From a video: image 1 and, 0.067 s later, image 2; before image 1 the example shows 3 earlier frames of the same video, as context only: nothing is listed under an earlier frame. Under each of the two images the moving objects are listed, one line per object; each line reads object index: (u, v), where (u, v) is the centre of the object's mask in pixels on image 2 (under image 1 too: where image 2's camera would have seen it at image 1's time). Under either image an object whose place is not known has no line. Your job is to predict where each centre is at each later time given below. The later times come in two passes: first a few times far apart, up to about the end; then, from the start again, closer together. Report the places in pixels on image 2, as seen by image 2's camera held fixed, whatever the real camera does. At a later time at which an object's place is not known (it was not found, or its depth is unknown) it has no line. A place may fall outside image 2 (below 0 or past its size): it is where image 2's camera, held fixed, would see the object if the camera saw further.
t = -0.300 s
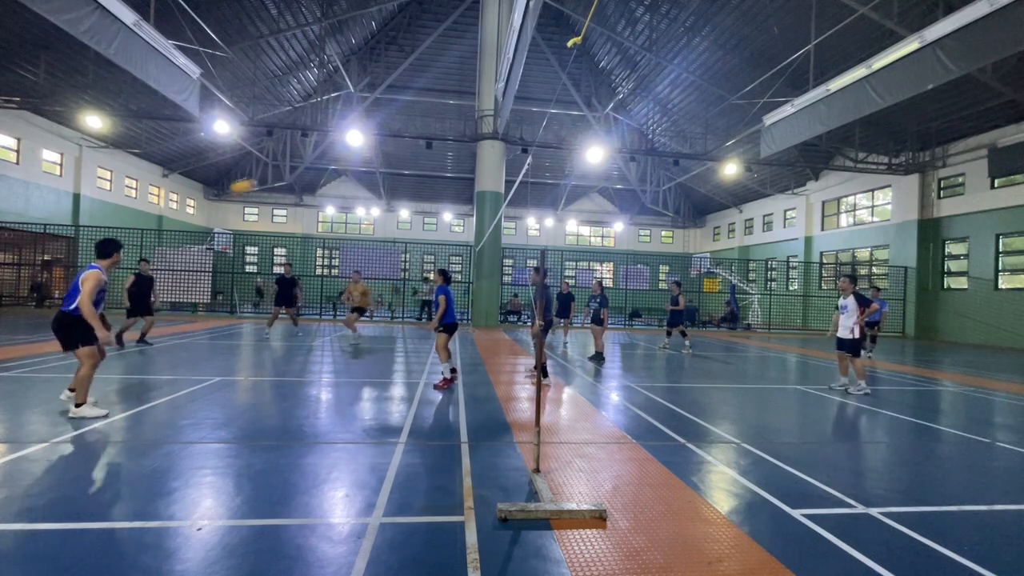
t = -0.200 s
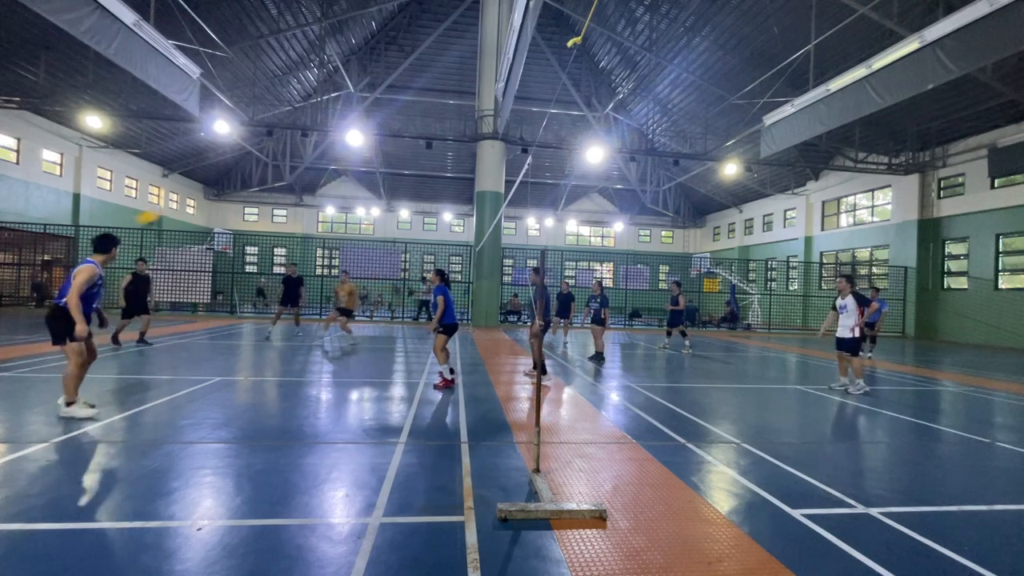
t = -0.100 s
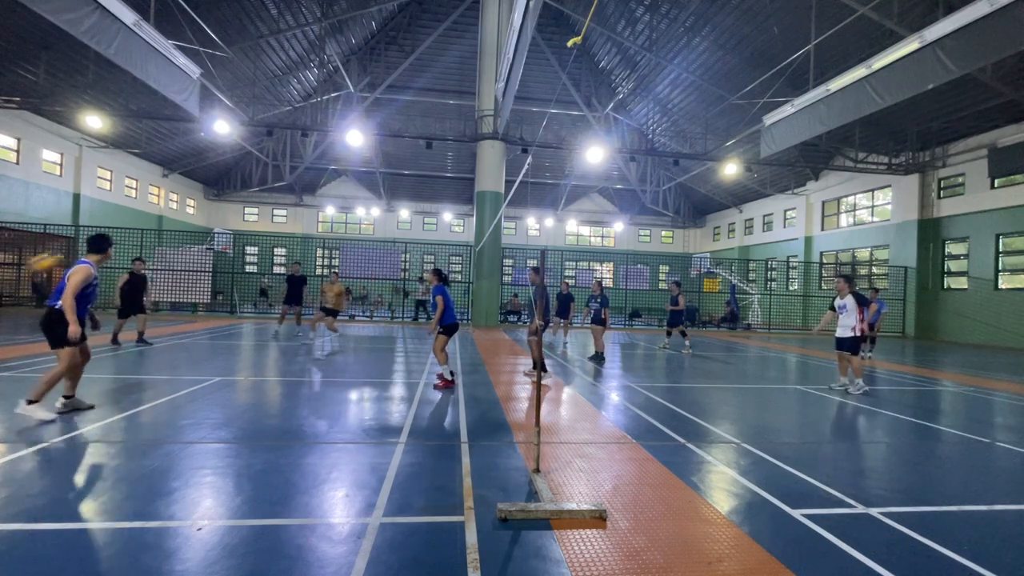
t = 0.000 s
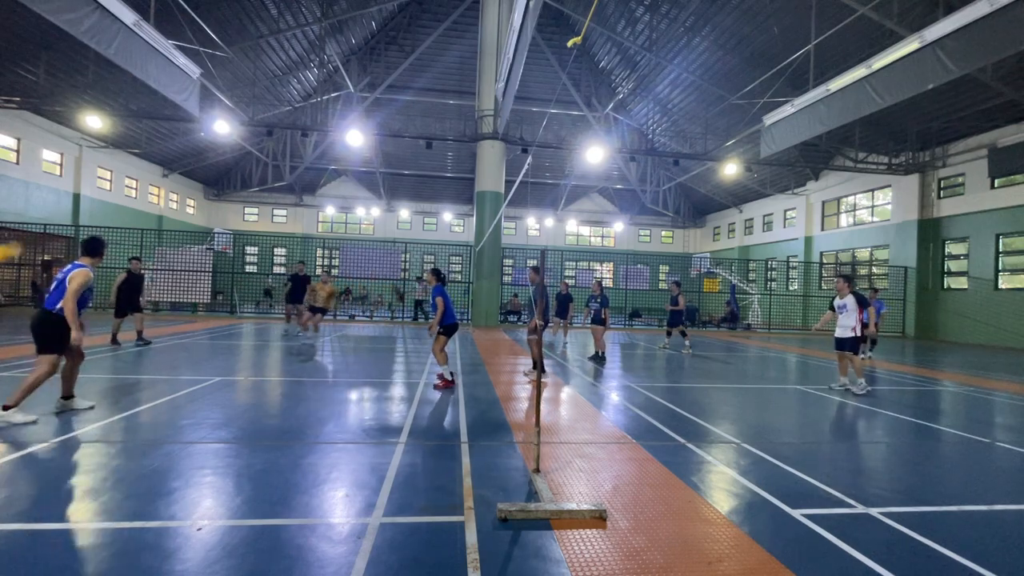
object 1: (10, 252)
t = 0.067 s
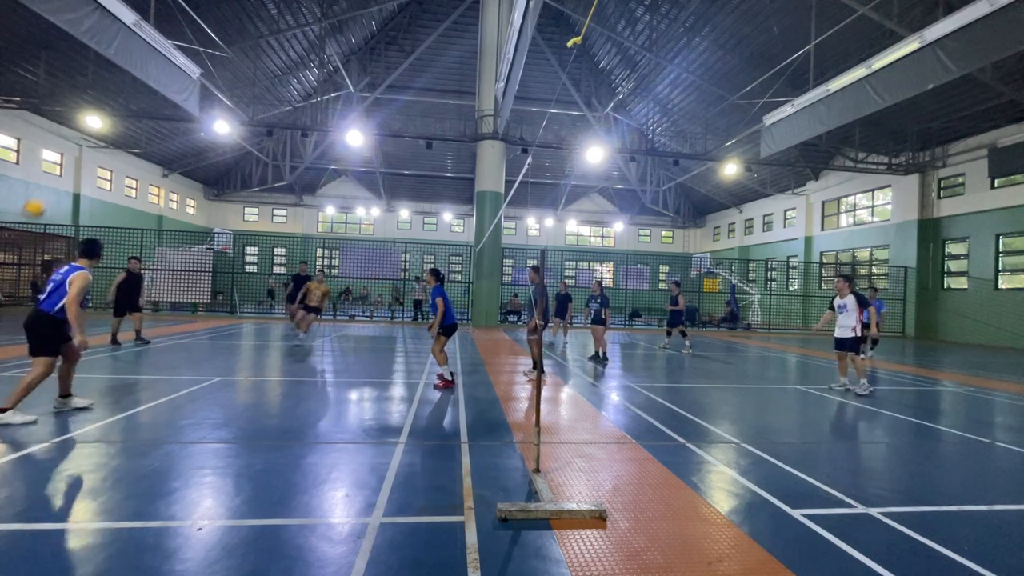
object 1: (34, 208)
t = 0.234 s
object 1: (94, 124)
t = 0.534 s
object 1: (180, 45)
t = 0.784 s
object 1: (235, 35)
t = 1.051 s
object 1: (284, 65)
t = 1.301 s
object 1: (321, 124)
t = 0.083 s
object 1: (40, 198)
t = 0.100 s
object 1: (47, 187)
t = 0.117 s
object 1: (52, 181)
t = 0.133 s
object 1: (59, 172)
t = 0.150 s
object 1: (65, 162)
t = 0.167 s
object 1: (72, 152)
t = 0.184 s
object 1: (78, 146)
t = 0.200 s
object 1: (83, 137)
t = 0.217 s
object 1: (87, 131)
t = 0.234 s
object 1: (94, 124)
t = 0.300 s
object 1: (115, 99)
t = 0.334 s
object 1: (126, 87)
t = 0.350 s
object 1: (130, 83)
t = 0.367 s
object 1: (135, 78)
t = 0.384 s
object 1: (140, 74)
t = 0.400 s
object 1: (144, 69)
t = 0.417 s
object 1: (149, 66)
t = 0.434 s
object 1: (154, 62)
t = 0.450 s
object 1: (158, 59)
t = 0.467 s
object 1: (162, 56)
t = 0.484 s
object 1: (166, 52)
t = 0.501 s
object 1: (171, 50)
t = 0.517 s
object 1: (175, 48)
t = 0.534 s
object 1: (180, 45)
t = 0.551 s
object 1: (183, 44)
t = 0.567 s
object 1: (187, 42)
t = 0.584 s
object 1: (191, 40)
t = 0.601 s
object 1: (195, 38)
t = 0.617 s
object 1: (199, 37)
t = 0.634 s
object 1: (202, 36)
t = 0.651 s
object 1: (206, 36)
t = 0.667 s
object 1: (210, 34)
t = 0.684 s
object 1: (214, 34)
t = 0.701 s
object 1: (218, 34)
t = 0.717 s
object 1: (221, 34)
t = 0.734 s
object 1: (225, 34)
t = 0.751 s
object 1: (228, 34)
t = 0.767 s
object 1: (231, 35)
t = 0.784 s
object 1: (235, 35)
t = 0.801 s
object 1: (239, 35)
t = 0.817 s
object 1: (241, 37)
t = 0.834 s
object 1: (245, 38)
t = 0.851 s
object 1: (248, 39)
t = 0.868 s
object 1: (251, 40)
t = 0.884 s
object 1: (255, 42)
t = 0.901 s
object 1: (258, 43)
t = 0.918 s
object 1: (261, 45)
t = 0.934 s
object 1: (264, 47)
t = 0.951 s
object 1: (267, 49)
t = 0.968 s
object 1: (270, 52)
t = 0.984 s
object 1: (272, 53)
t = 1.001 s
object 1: (275, 56)
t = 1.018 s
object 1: (278, 59)
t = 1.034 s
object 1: (280, 61)
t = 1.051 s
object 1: (284, 65)
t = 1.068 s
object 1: (286, 68)
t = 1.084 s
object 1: (288, 71)
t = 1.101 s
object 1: (291, 74)
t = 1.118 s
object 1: (295, 77)
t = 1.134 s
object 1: (298, 81)
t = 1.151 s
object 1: (300, 85)
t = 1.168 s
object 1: (303, 89)
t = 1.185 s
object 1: (306, 94)
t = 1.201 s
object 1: (308, 97)
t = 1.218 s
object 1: (310, 101)
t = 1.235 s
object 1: (312, 105)
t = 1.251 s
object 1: (315, 110)
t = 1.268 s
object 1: (317, 115)
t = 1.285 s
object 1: (319, 120)
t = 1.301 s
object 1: (321, 124)
